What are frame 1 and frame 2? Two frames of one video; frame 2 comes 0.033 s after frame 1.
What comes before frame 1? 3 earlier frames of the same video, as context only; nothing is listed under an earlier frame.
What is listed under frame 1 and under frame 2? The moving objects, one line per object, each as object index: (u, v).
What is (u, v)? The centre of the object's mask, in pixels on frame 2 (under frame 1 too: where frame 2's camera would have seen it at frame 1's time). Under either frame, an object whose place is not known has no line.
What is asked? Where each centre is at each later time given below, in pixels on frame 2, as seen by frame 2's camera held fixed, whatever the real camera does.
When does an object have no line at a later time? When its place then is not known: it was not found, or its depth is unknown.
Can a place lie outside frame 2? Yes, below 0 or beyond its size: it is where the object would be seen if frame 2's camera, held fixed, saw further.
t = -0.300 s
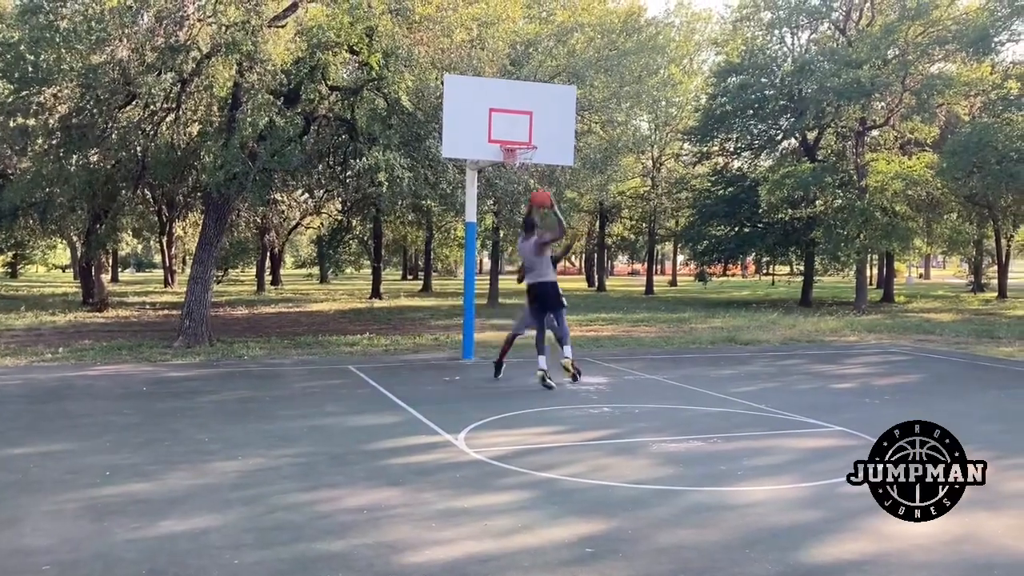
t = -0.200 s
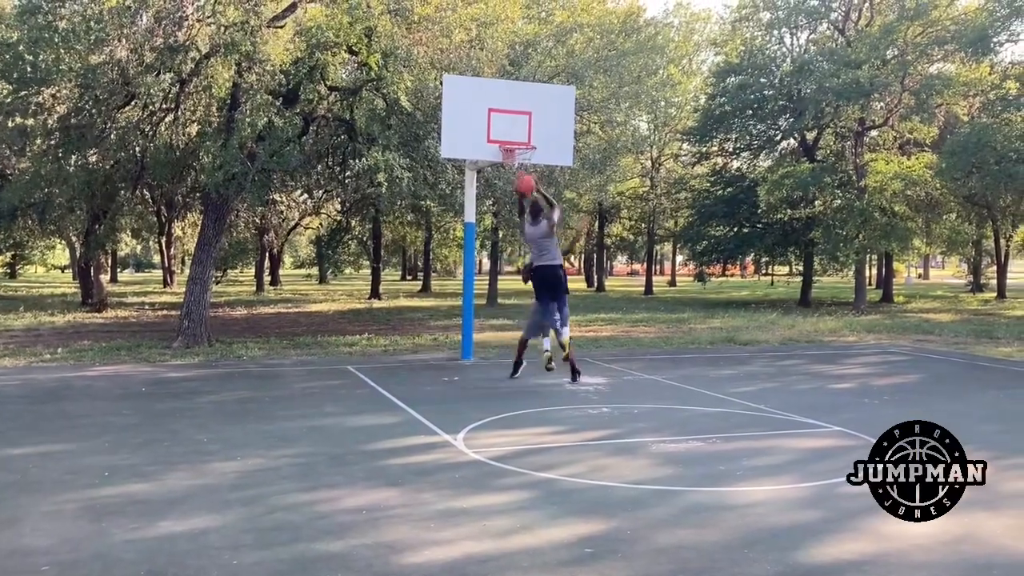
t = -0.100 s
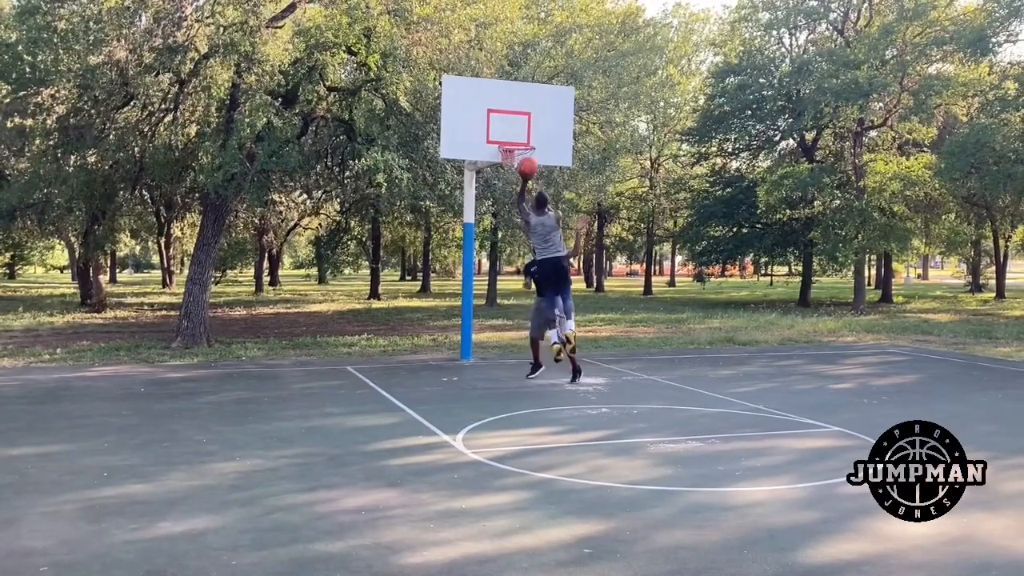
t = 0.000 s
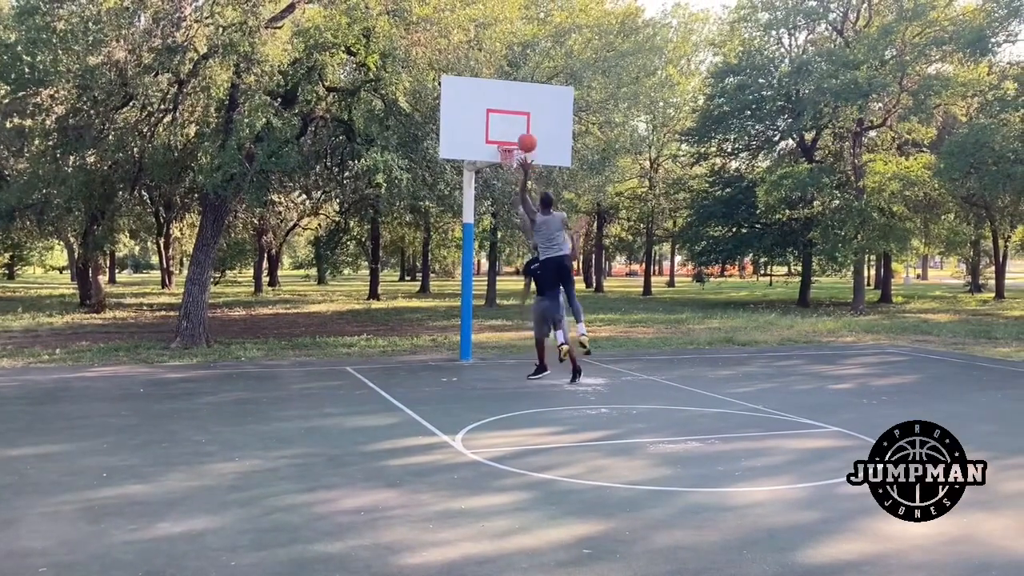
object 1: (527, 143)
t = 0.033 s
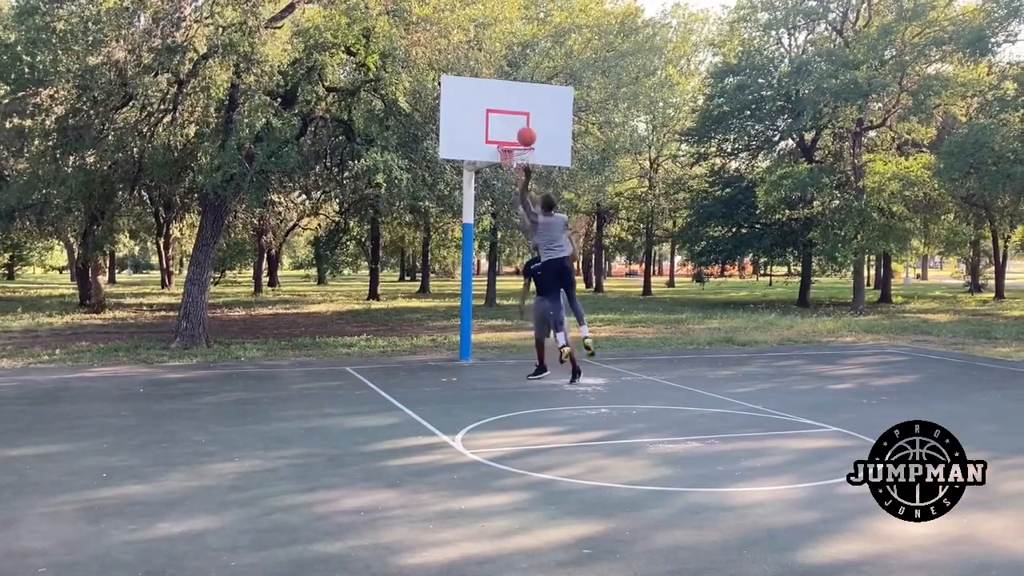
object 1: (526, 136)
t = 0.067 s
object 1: (526, 131)
